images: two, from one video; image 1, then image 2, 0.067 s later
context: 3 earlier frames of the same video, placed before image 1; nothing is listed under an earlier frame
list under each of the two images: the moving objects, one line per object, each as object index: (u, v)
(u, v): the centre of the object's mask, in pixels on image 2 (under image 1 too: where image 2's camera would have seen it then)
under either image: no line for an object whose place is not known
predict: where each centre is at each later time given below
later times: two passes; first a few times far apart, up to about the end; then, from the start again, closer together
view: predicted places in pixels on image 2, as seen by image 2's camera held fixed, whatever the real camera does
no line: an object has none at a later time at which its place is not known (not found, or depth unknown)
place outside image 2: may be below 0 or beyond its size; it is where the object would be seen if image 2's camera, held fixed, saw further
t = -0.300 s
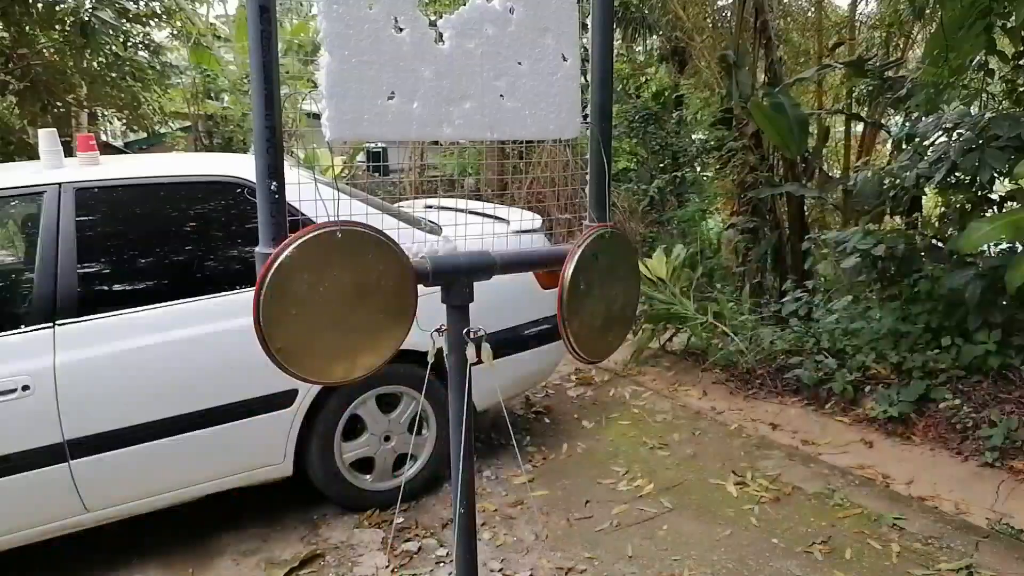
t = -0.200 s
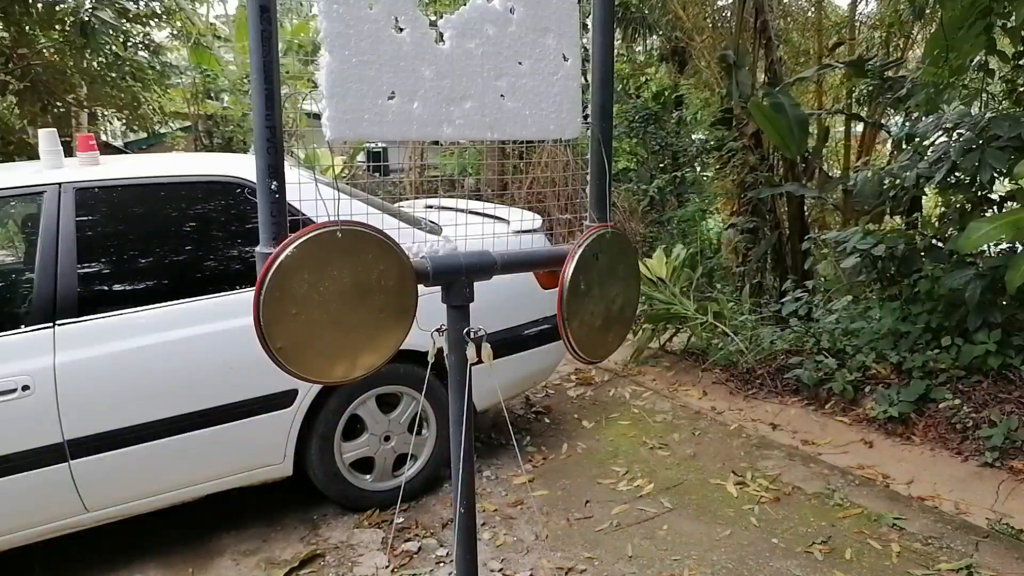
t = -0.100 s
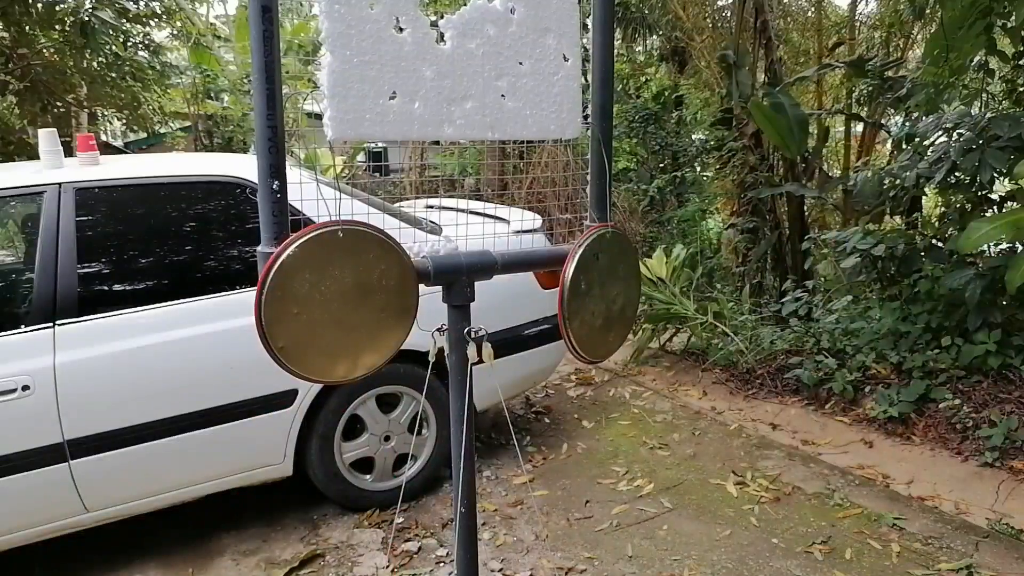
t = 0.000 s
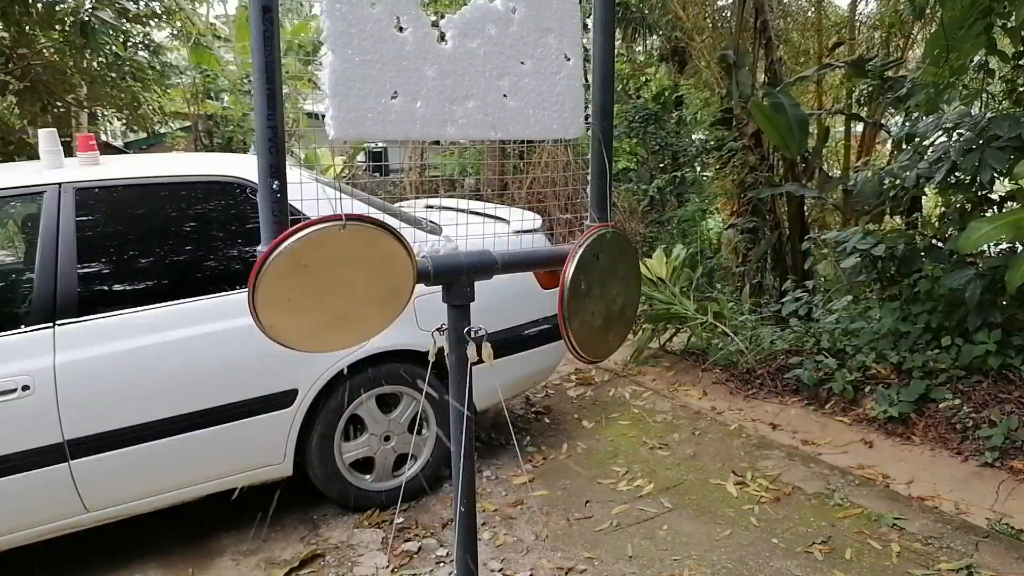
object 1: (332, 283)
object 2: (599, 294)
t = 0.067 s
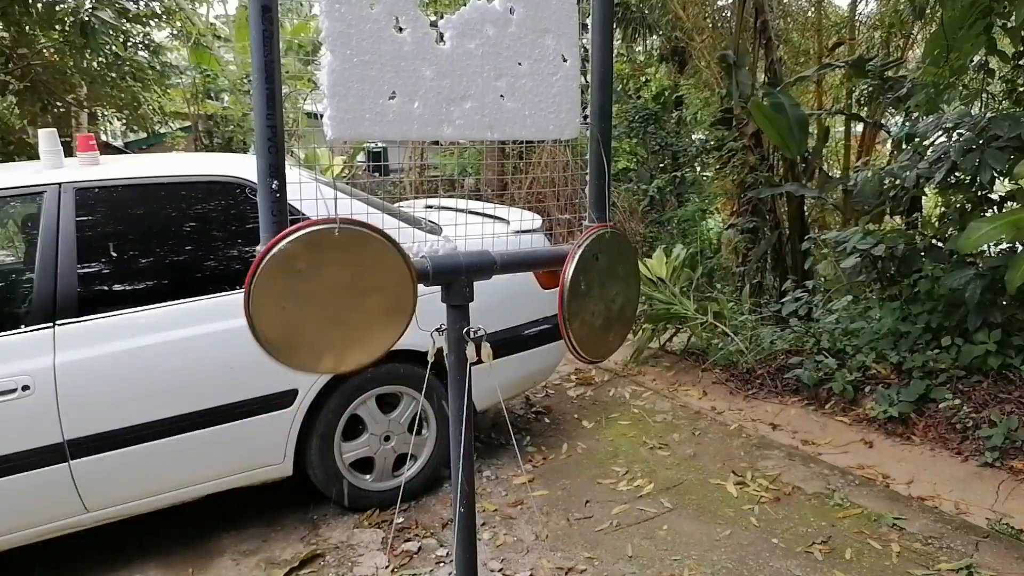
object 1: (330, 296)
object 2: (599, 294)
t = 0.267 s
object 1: (322, 309)
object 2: (596, 293)
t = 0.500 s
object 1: (331, 301)
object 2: (598, 294)
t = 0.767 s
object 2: (598, 287)
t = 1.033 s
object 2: (606, 291)
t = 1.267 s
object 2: (602, 290)
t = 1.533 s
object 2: (597, 292)
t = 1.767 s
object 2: (602, 295)
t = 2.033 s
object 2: (610, 295)
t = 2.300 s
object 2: (616, 289)
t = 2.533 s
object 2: (623, 297)
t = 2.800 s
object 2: (618, 286)
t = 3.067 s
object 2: (626, 295)
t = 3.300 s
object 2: (614, 295)
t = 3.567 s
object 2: (614, 296)
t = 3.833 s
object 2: (613, 295)
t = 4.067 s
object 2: (616, 296)
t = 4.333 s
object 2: (615, 296)
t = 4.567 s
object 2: (625, 297)
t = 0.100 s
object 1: (324, 305)
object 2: (598, 293)
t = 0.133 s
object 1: (323, 307)
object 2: (598, 293)
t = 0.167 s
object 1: (323, 308)
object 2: (597, 294)
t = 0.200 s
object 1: (322, 309)
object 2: (597, 294)
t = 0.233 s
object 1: (322, 310)
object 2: (596, 293)
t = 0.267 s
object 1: (322, 309)
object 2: (596, 293)
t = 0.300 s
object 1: (323, 308)
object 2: (595, 294)
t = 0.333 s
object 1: (324, 307)
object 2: (595, 294)
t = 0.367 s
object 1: (326, 306)
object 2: (595, 294)
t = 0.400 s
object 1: (328, 303)
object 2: (596, 294)
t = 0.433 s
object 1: (330, 301)
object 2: (597, 294)
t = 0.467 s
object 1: (331, 301)
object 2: (598, 295)
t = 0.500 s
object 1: (331, 301)
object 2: (598, 294)
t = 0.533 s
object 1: (332, 301)
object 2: (599, 294)
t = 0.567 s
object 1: (333, 301)
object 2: (600, 294)
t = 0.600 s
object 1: (333, 302)
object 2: (598, 290)
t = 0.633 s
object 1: (333, 302)
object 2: (590, 276)
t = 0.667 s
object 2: (584, 270)
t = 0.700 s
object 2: (586, 276)
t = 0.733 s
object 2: (589, 284)
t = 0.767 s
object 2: (598, 287)
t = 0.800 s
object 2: (606, 289)
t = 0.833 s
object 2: (611, 290)
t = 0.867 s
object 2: (613, 291)
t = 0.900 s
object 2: (612, 293)
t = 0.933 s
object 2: (612, 293)
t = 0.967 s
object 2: (611, 291)
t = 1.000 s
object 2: (608, 291)
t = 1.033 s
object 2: (606, 291)
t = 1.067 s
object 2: (603, 292)
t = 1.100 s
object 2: (601, 292)
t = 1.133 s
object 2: (599, 291)
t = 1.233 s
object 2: (600, 290)
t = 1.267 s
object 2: (602, 290)
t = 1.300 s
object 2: (602, 291)
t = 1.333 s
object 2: (603, 292)
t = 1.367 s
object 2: (602, 292)
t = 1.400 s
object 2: (602, 291)
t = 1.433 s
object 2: (601, 292)
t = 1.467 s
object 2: (599, 293)
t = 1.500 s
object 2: (598, 292)
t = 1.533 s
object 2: (597, 292)
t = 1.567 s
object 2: (596, 293)
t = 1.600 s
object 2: (596, 294)
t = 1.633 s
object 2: (597, 294)
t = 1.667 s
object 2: (598, 294)
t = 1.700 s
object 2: (599, 295)
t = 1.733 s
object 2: (601, 296)
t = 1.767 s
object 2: (602, 295)
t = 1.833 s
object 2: (603, 294)
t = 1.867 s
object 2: (604, 295)
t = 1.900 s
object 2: (606, 295)
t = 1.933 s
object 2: (607, 294)
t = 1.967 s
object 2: (608, 294)
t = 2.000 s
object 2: (609, 295)
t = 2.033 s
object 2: (610, 295)
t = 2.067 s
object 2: (611, 296)
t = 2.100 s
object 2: (613, 296)
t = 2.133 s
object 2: (615, 296)
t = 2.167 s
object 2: (616, 297)
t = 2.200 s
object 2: (617, 297)
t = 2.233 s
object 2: (618, 297)
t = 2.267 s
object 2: (619, 296)
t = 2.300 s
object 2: (616, 289)
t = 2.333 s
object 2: (612, 285)
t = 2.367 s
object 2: (607, 288)
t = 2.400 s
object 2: (608, 290)
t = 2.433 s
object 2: (611, 293)
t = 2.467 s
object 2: (615, 295)
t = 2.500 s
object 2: (619, 296)
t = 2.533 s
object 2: (623, 297)
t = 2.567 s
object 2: (627, 299)
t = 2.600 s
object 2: (630, 300)
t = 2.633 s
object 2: (631, 300)
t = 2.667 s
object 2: (632, 299)
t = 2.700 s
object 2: (631, 300)
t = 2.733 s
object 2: (630, 299)
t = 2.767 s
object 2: (625, 293)
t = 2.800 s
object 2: (618, 286)
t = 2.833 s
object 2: (609, 287)
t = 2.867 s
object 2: (605, 288)
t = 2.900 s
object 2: (607, 289)
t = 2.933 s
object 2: (610, 290)
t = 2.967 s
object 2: (615, 292)
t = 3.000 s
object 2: (620, 294)
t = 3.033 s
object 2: (624, 296)
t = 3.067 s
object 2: (626, 295)
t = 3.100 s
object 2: (627, 296)
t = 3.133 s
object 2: (627, 296)
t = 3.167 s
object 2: (626, 297)
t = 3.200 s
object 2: (623, 296)
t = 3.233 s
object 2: (620, 296)
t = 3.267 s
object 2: (617, 296)
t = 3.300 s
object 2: (614, 295)
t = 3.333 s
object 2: (612, 295)
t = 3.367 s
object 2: (610, 294)
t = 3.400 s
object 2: (610, 294)
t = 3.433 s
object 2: (610, 294)
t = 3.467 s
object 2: (610, 295)
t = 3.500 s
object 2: (611, 295)
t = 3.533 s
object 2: (613, 296)
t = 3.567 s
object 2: (614, 296)
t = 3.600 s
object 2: (615, 296)
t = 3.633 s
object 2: (615, 296)
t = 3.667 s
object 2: (614, 296)
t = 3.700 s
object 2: (613, 296)
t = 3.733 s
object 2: (613, 295)
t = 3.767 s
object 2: (612, 295)
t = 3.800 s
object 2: (612, 295)
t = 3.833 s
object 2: (613, 295)
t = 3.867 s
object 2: (613, 296)
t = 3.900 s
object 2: (614, 296)
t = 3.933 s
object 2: (615, 296)
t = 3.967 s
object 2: (615, 296)
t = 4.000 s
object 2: (616, 296)
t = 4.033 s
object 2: (616, 296)
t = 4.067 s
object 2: (616, 296)
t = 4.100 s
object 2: (615, 296)
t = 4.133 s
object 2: (615, 296)
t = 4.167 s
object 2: (614, 296)
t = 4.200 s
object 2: (614, 296)
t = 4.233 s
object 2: (614, 296)
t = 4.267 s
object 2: (614, 296)
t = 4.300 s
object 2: (614, 297)
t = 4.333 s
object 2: (615, 296)
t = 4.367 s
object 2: (617, 297)
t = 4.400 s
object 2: (618, 297)
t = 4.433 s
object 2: (620, 297)
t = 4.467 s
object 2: (622, 297)
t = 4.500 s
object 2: (623, 297)
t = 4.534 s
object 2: (624, 298)
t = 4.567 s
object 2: (625, 297)
